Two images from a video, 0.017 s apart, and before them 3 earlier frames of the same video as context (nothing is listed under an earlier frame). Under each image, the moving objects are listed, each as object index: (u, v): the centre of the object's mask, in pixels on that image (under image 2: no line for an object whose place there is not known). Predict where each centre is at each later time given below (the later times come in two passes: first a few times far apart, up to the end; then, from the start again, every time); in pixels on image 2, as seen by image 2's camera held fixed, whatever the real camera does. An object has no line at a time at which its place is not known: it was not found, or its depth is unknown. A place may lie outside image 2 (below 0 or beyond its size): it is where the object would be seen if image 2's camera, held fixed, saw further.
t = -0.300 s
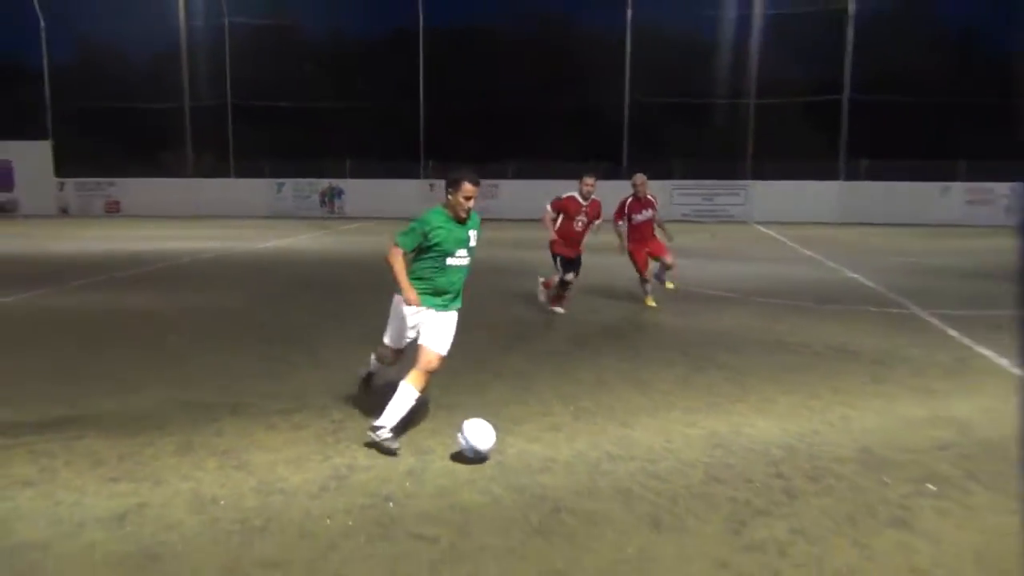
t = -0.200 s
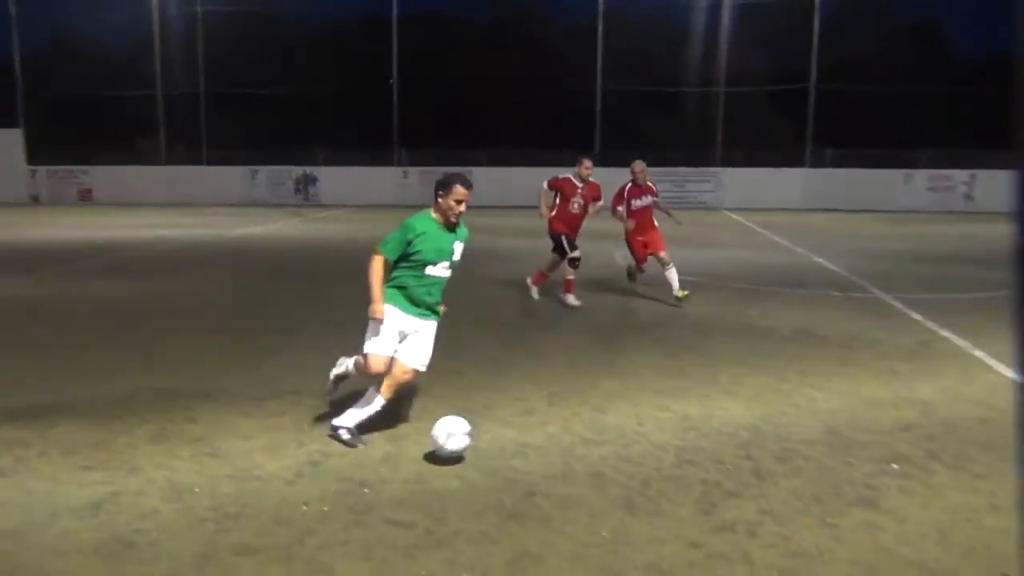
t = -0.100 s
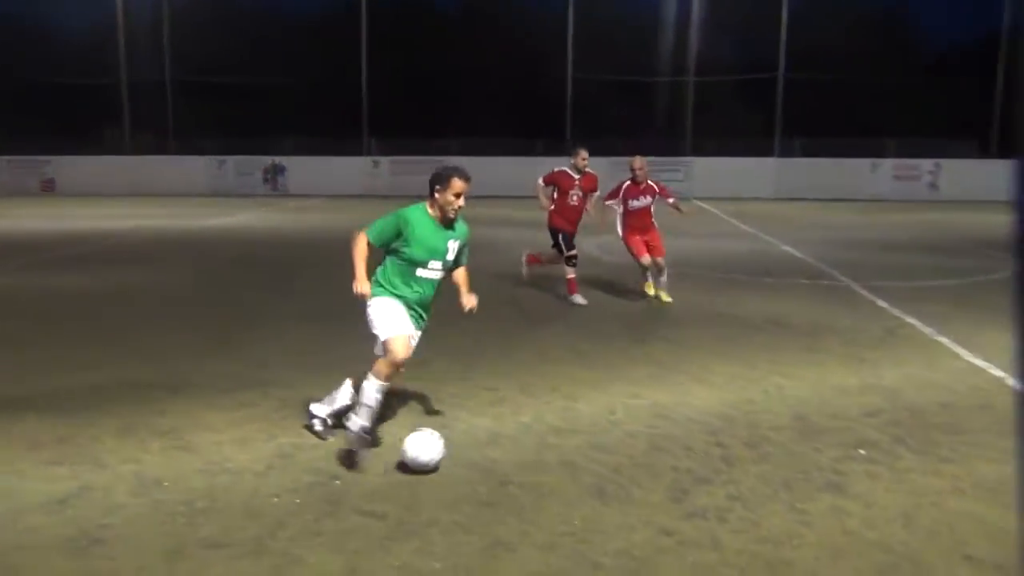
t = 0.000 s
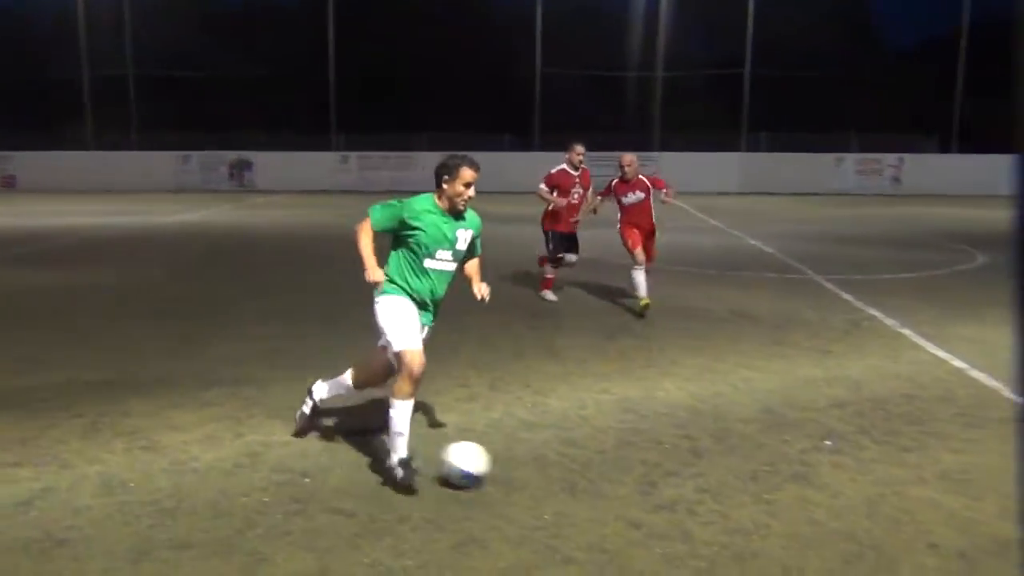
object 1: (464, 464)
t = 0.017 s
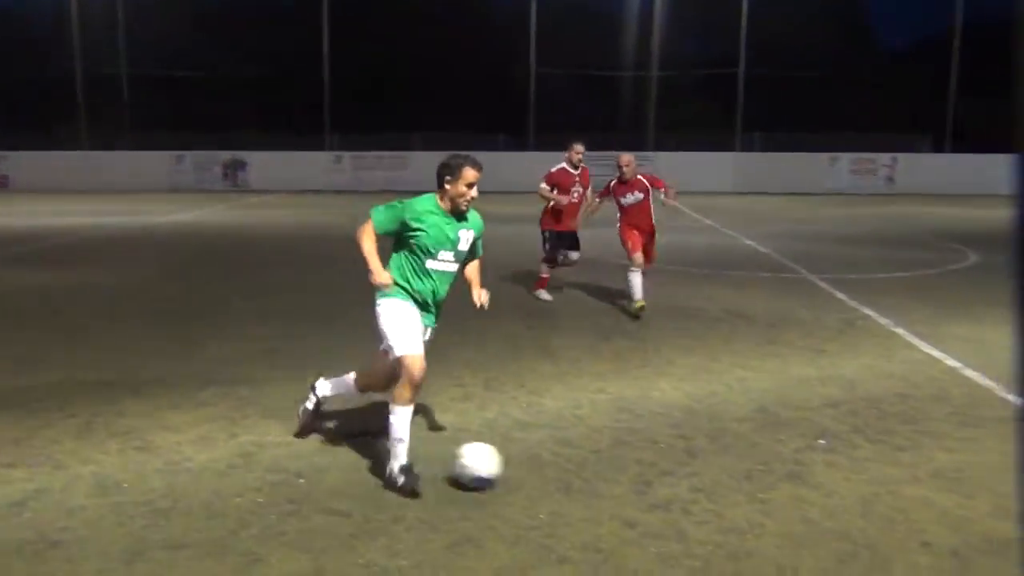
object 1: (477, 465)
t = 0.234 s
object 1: (711, 497)
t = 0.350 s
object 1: (834, 516)
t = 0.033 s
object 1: (493, 467)
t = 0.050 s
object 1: (511, 468)
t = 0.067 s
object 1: (529, 471)
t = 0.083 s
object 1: (548, 473)
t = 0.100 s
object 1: (566, 476)
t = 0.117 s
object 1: (585, 479)
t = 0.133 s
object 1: (603, 484)
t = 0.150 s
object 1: (622, 487)
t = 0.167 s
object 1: (640, 488)
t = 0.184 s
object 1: (658, 489)
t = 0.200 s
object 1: (674, 491)
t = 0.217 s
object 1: (692, 493)
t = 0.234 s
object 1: (711, 497)
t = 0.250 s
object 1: (729, 500)
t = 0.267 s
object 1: (747, 504)
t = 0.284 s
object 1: (765, 506)
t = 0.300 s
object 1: (781, 507)
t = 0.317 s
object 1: (797, 509)
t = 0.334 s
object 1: (816, 512)
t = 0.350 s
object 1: (834, 516)
